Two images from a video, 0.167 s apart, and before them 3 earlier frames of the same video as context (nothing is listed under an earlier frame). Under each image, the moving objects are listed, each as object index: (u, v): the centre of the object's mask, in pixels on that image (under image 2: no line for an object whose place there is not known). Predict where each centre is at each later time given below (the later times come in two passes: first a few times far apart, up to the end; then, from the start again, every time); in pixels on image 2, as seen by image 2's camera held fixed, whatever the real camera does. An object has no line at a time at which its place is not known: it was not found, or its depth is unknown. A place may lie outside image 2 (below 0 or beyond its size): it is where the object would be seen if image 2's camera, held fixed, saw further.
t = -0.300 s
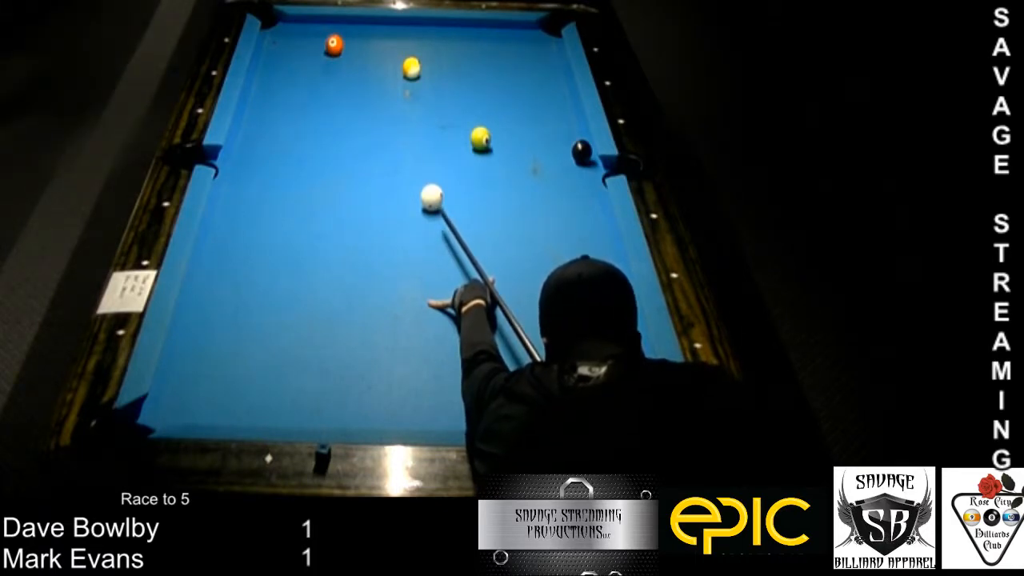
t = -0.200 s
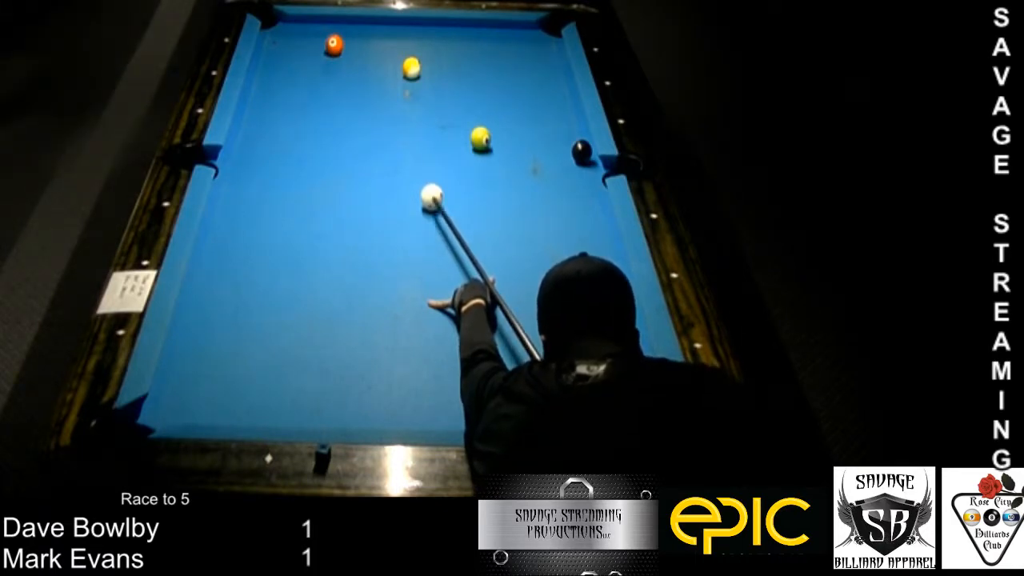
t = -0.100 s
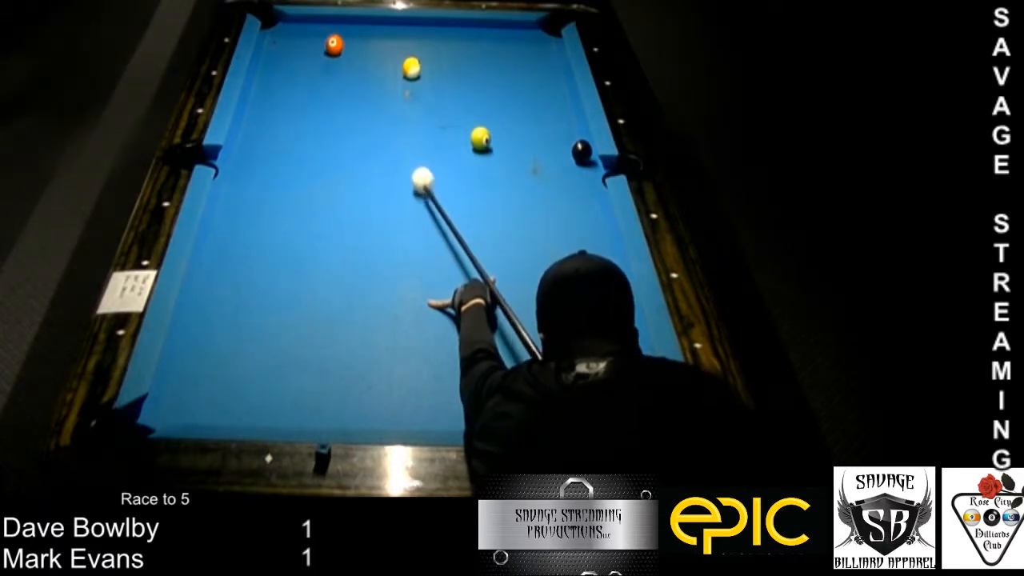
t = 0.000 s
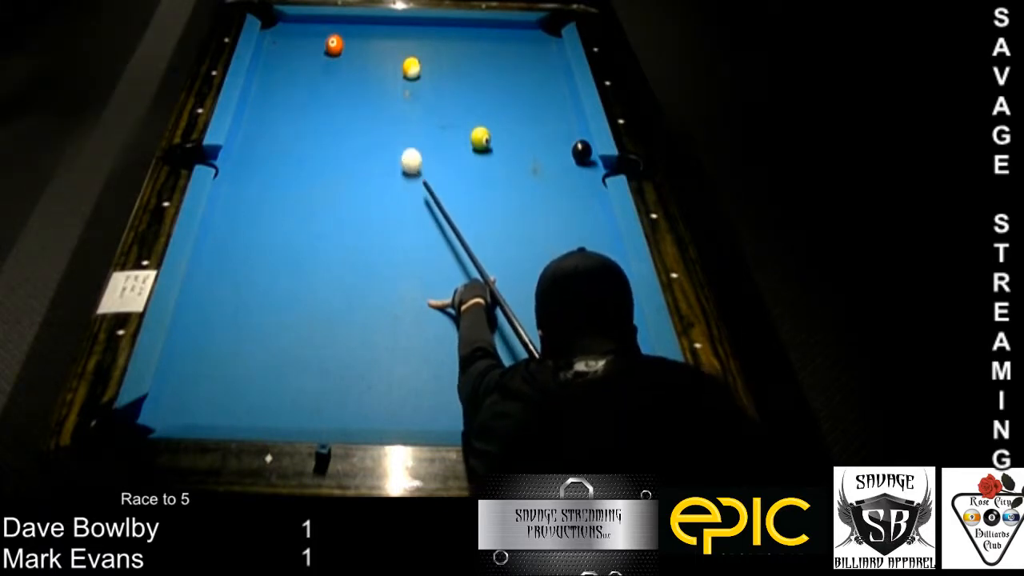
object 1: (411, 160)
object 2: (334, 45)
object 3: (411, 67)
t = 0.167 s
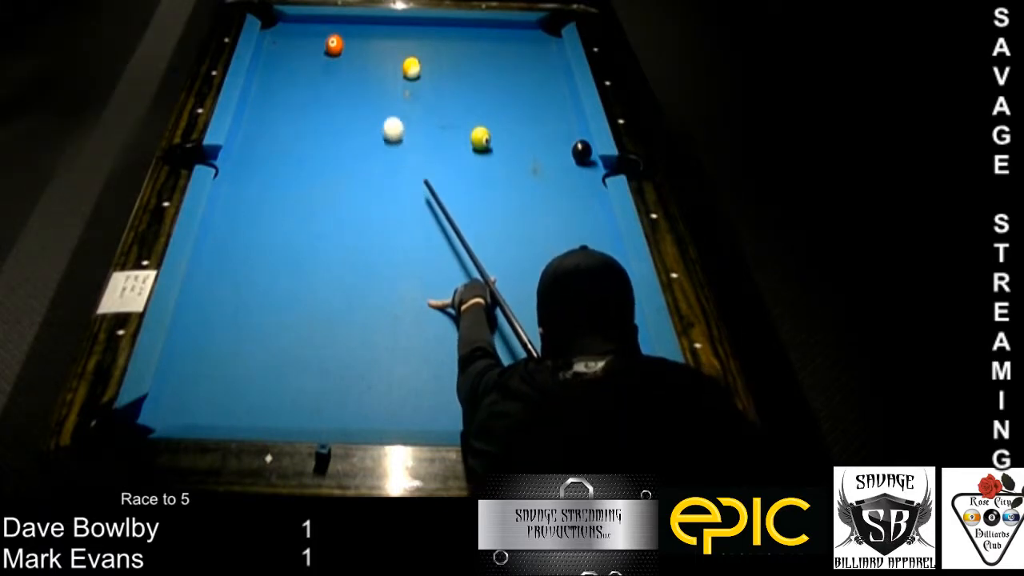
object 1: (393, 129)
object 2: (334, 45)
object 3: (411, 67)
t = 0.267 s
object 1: (385, 115)
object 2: (334, 45)
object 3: (411, 67)
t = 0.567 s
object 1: (360, 70)
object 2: (334, 45)
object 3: (411, 67)
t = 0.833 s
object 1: (354, 44)
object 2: (323, 41)
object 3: (411, 67)
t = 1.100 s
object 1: (370, 27)
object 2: (296, 32)
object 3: (411, 67)
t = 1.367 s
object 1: (380, 28)
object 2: (270, 22)
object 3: (411, 67)
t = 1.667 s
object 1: (387, 40)
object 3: (412, 67)
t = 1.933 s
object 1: (393, 50)
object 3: (412, 67)
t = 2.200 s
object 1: (399, 60)
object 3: (412, 67)
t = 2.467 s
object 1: (397, 65)
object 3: (418, 72)
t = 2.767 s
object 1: (394, 67)
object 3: (425, 77)
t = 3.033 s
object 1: (393, 68)
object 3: (430, 80)
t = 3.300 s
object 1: (392, 69)
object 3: (434, 83)
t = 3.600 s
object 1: (392, 68)
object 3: (437, 85)
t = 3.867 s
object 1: (392, 68)
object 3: (439, 86)
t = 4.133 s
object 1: (392, 69)
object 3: (439, 86)
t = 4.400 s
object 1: (392, 69)
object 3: (439, 86)
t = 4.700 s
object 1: (392, 68)
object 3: (439, 86)
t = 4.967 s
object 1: (392, 68)
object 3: (439, 86)
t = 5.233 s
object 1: (392, 68)
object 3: (439, 86)
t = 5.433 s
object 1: (392, 68)
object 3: (439, 86)
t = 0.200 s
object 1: (390, 123)
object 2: (334, 45)
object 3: (411, 67)
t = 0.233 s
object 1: (388, 120)
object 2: (334, 45)
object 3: (411, 67)
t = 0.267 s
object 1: (385, 115)
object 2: (334, 45)
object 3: (411, 67)
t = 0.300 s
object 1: (382, 110)
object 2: (334, 45)
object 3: (411, 67)
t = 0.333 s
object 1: (380, 105)
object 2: (334, 45)
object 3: (411, 67)
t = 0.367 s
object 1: (377, 100)
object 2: (334, 45)
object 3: (411, 67)
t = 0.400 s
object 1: (374, 95)
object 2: (334, 45)
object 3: (411, 67)
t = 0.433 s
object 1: (371, 90)
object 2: (334, 45)
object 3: (411, 67)
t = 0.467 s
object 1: (368, 83)
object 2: (334, 45)
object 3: (411, 67)
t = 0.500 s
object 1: (365, 79)
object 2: (334, 45)
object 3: (411, 67)
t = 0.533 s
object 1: (362, 74)
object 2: (334, 45)
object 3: (411, 67)
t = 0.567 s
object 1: (360, 70)
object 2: (334, 45)
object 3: (411, 67)
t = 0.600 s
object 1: (358, 66)
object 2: (334, 45)
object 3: (411, 67)
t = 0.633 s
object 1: (356, 64)
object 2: (334, 45)
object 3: (411, 67)
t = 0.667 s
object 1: (354, 60)
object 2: (334, 45)
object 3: (411, 67)
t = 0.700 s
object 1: (352, 56)
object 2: (334, 45)
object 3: (411, 67)
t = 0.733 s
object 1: (350, 52)
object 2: (334, 45)
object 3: (411, 67)
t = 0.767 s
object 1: (349, 49)
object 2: (332, 44)
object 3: (411, 67)
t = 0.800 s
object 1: (352, 46)
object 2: (328, 42)
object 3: (411, 67)
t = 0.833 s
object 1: (354, 44)
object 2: (323, 41)
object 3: (411, 67)
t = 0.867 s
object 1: (357, 41)
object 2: (318, 40)
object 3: (411, 67)
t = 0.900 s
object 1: (359, 38)
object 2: (315, 38)
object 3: (411, 67)
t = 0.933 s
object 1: (361, 36)
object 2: (311, 37)
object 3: (411, 67)
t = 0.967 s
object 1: (363, 34)
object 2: (308, 36)
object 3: (411, 67)
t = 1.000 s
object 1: (365, 32)
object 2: (304, 35)
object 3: (411, 67)
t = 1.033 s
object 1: (366, 31)
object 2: (303, 34)
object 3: (411, 67)
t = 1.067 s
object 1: (368, 29)
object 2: (299, 33)
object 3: (411, 67)
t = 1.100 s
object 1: (370, 27)
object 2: (296, 32)
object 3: (411, 67)
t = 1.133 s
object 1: (372, 25)
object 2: (293, 31)
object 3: (411, 67)
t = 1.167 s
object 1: (374, 23)
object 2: (290, 29)
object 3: (411, 67)
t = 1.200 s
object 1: (375, 21)
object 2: (287, 29)
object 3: (411, 67)
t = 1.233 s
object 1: (376, 22)
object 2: (284, 27)
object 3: (411, 67)
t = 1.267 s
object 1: (378, 24)
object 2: (279, 25)
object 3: (411, 67)
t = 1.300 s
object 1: (379, 25)
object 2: (276, 24)
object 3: (411, 67)
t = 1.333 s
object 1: (379, 27)
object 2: (273, 23)
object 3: (411, 67)
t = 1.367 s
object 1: (380, 28)
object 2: (270, 22)
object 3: (411, 67)
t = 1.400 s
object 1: (381, 30)
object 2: (268, 21)
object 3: (411, 67)
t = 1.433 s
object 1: (381, 30)
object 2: (266, 21)
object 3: (411, 67)
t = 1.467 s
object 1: (382, 32)
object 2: (264, 20)
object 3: (411, 67)
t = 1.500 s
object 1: (383, 33)
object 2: (263, 19)
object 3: (411, 67)
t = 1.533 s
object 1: (384, 34)
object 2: (262, 20)
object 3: (411, 67)
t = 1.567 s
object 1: (385, 36)
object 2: (262, 25)
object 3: (411, 67)
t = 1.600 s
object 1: (385, 37)
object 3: (411, 67)
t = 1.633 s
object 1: (387, 39)
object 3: (412, 67)
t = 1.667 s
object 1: (387, 40)
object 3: (412, 67)
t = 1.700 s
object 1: (388, 42)
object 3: (412, 67)
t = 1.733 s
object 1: (389, 43)
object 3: (411, 67)
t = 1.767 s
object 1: (390, 44)
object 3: (411, 67)
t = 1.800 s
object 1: (390, 45)
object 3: (412, 67)
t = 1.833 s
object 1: (391, 46)
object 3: (412, 67)
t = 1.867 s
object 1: (392, 48)
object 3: (412, 67)
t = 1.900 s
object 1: (393, 49)
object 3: (412, 67)
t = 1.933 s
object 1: (393, 50)
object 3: (412, 67)
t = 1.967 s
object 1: (394, 51)
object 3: (412, 67)
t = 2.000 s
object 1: (395, 53)
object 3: (412, 67)
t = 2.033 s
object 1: (396, 54)
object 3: (412, 67)
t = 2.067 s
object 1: (397, 56)
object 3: (412, 67)
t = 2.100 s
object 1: (397, 57)
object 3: (412, 67)
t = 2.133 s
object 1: (398, 58)
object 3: (412, 67)
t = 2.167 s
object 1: (398, 59)
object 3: (412, 67)
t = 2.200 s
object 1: (399, 60)
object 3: (412, 67)
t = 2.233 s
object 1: (399, 60)
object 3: (412, 68)
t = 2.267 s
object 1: (399, 61)
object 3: (412, 68)
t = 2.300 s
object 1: (398, 62)
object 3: (413, 69)
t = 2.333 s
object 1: (398, 62)
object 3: (414, 70)
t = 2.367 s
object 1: (398, 63)
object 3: (415, 70)
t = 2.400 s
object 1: (398, 64)
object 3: (416, 71)
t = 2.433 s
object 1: (398, 64)
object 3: (417, 71)
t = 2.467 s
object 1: (397, 65)
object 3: (418, 72)
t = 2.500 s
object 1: (397, 65)
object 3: (419, 73)
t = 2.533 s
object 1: (396, 65)
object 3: (420, 73)
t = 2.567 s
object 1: (396, 65)
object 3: (420, 74)
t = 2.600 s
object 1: (396, 66)
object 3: (420, 74)
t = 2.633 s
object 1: (395, 66)
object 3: (422, 75)
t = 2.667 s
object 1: (395, 66)
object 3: (422, 75)
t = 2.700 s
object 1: (395, 66)
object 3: (423, 76)
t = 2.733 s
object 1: (395, 67)
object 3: (424, 77)
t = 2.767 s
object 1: (394, 67)
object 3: (425, 77)
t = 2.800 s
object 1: (394, 67)
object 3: (425, 77)
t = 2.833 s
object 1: (394, 67)
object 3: (426, 78)
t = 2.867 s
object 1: (394, 67)
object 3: (427, 78)
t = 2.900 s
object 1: (393, 68)
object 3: (428, 79)
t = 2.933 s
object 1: (393, 68)
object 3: (428, 79)
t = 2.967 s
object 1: (393, 68)
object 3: (429, 79)
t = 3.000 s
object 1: (393, 68)
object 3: (429, 80)
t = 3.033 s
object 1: (393, 68)
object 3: (430, 80)
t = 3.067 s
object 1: (393, 68)
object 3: (431, 80)
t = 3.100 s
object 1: (392, 68)
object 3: (431, 81)
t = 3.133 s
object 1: (392, 68)
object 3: (432, 82)
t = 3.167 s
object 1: (392, 68)
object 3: (432, 82)
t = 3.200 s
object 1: (392, 69)
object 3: (432, 82)
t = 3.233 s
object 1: (392, 69)
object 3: (433, 82)
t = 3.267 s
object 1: (392, 68)
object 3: (434, 83)
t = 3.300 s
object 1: (392, 69)
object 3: (434, 83)
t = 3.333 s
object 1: (392, 69)
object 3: (435, 83)
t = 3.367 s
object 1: (392, 68)
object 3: (435, 83)
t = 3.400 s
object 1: (392, 68)
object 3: (435, 83)
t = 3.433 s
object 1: (392, 69)
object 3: (435, 84)
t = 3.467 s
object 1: (391, 69)
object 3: (436, 84)
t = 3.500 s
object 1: (392, 69)
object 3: (436, 84)
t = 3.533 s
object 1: (392, 68)
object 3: (437, 84)
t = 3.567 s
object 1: (392, 68)
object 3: (437, 85)
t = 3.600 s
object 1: (392, 68)
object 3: (437, 85)
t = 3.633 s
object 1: (392, 69)
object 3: (437, 85)
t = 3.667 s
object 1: (392, 68)
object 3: (438, 85)
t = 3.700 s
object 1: (392, 68)
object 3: (438, 85)
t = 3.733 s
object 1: (392, 68)
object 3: (438, 85)
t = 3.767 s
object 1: (392, 69)
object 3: (438, 85)
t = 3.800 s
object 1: (392, 69)
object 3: (438, 86)
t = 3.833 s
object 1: (392, 68)
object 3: (438, 86)
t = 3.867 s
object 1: (392, 68)
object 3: (439, 86)
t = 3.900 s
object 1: (392, 68)
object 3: (439, 86)
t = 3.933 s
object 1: (392, 68)
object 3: (439, 86)
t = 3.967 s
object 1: (392, 69)
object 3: (439, 86)
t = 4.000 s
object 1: (392, 69)
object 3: (439, 86)
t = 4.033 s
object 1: (392, 69)
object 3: (439, 86)
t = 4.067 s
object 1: (392, 68)
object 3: (439, 86)
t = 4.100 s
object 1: (392, 69)
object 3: (439, 86)
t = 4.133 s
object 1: (392, 69)
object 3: (439, 86)
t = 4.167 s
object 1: (392, 69)
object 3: (439, 86)
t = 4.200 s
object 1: (392, 68)
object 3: (439, 86)
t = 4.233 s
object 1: (392, 68)
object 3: (439, 86)
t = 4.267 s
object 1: (392, 68)
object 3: (439, 86)
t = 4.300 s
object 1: (392, 69)
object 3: (439, 86)
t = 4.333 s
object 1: (392, 68)
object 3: (439, 86)
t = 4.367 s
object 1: (392, 69)
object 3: (439, 86)
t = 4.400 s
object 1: (392, 69)
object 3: (439, 86)
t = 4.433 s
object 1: (392, 68)
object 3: (439, 86)
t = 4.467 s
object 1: (392, 69)
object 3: (439, 86)
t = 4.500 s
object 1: (392, 69)
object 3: (439, 86)
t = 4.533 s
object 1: (392, 69)
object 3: (439, 86)
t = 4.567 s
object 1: (392, 68)
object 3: (439, 86)
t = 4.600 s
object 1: (392, 69)
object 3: (439, 86)
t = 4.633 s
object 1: (392, 68)
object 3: (439, 86)
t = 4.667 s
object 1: (392, 68)
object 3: (439, 86)
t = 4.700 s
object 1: (392, 68)
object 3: (439, 86)
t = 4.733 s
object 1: (392, 68)
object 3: (439, 86)
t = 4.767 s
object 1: (392, 68)
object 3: (439, 86)
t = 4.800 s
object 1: (392, 68)
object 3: (439, 86)
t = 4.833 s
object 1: (392, 68)
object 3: (439, 86)
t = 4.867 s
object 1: (392, 68)
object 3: (439, 86)
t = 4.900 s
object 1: (392, 68)
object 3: (439, 86)
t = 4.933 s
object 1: (392, 68)
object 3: (439, 86)
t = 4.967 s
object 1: (392, 68)
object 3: (439, 86)
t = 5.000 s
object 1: (392, 68)
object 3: (439, 86)
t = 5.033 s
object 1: (392, 68)
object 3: (439, 86)
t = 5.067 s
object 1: (392, 68)
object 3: (439, 86)
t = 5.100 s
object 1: (392, 68)
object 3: (439, 86)
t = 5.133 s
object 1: (392, 68)
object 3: (439, 86)
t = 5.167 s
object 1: (392, 68)
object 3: (439, 86)
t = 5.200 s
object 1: (392, 68)
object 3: (439, 86)
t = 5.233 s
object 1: (392, 68)
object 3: (439, 86)
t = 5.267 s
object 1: (392, 68)
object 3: (439, 86)
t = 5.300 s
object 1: (392, 68)
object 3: (439, 86)
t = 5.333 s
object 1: (392, 68)
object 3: (439, 86)
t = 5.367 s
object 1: (392, 68)
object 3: (439, 86)
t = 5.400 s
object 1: (392, 68)
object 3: (439, 86)
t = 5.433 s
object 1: (392, 68)
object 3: (439, 86)
